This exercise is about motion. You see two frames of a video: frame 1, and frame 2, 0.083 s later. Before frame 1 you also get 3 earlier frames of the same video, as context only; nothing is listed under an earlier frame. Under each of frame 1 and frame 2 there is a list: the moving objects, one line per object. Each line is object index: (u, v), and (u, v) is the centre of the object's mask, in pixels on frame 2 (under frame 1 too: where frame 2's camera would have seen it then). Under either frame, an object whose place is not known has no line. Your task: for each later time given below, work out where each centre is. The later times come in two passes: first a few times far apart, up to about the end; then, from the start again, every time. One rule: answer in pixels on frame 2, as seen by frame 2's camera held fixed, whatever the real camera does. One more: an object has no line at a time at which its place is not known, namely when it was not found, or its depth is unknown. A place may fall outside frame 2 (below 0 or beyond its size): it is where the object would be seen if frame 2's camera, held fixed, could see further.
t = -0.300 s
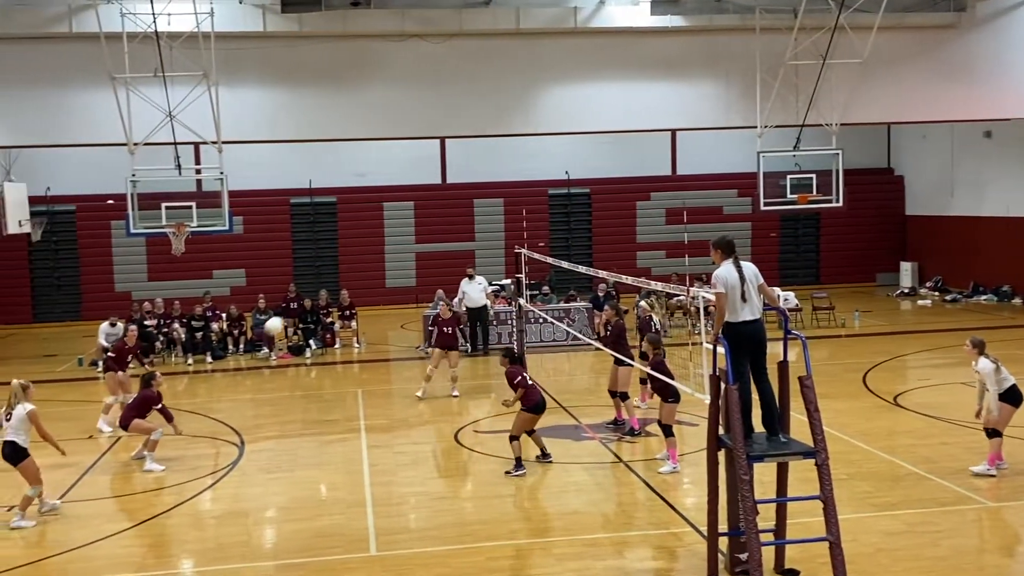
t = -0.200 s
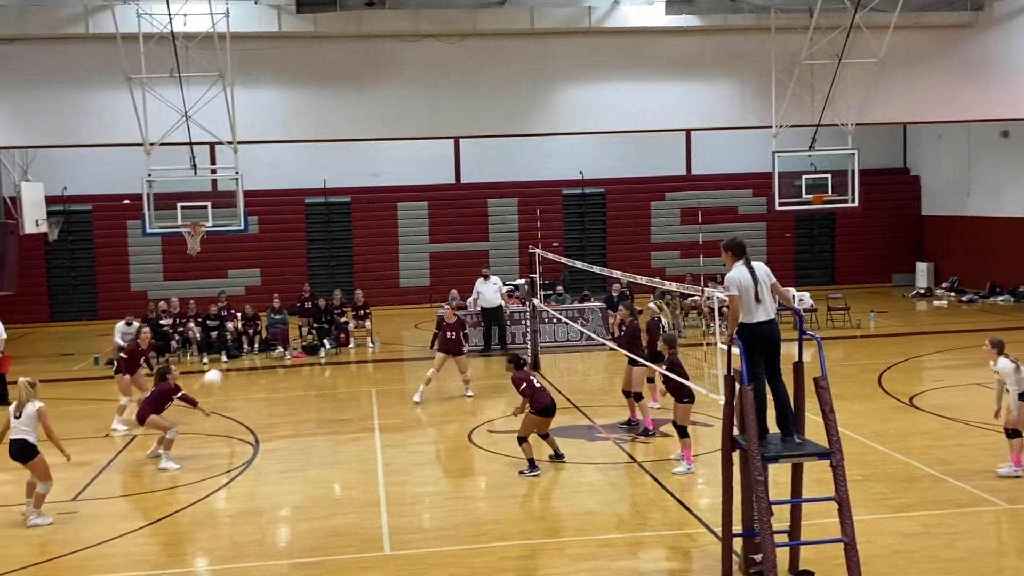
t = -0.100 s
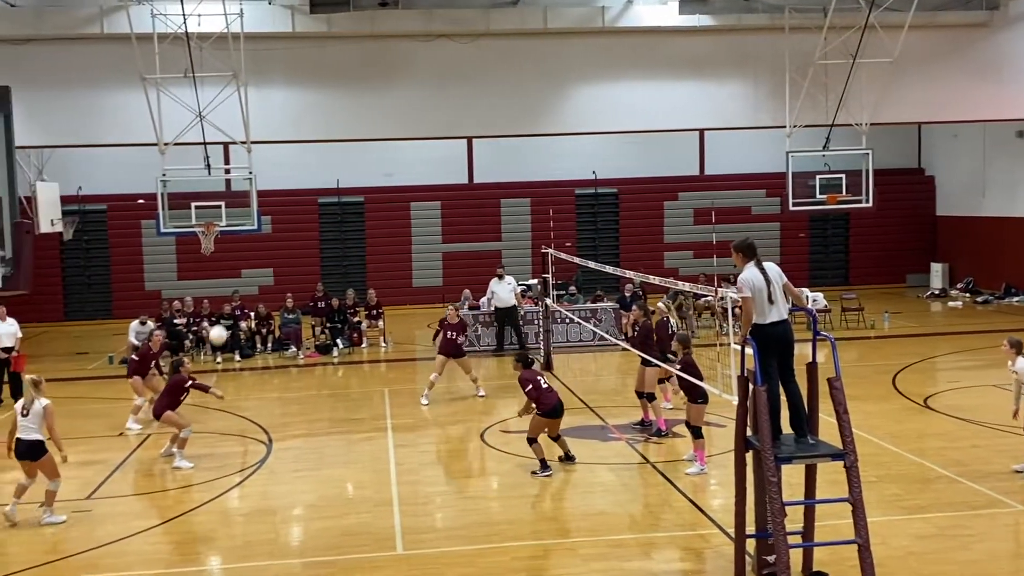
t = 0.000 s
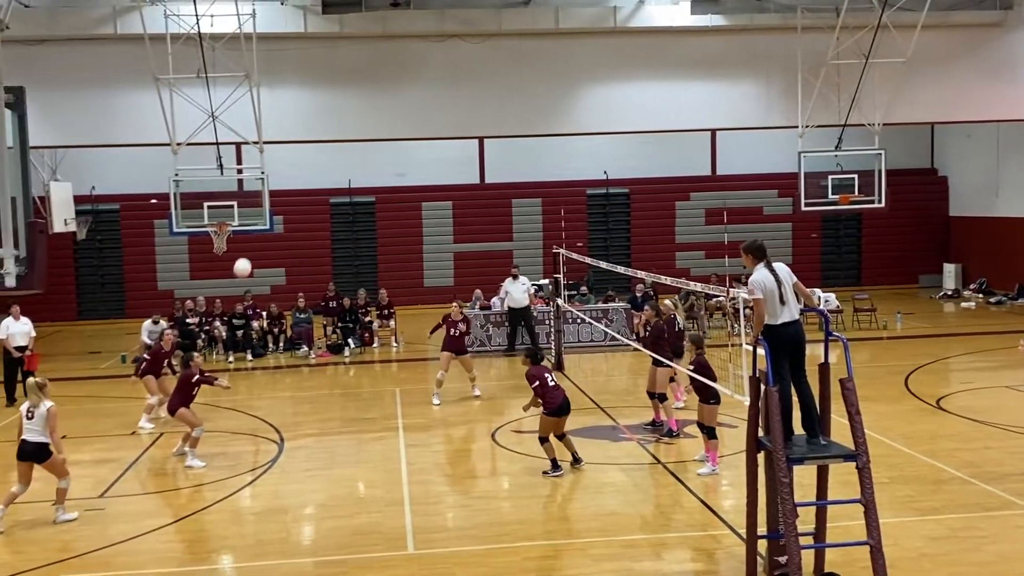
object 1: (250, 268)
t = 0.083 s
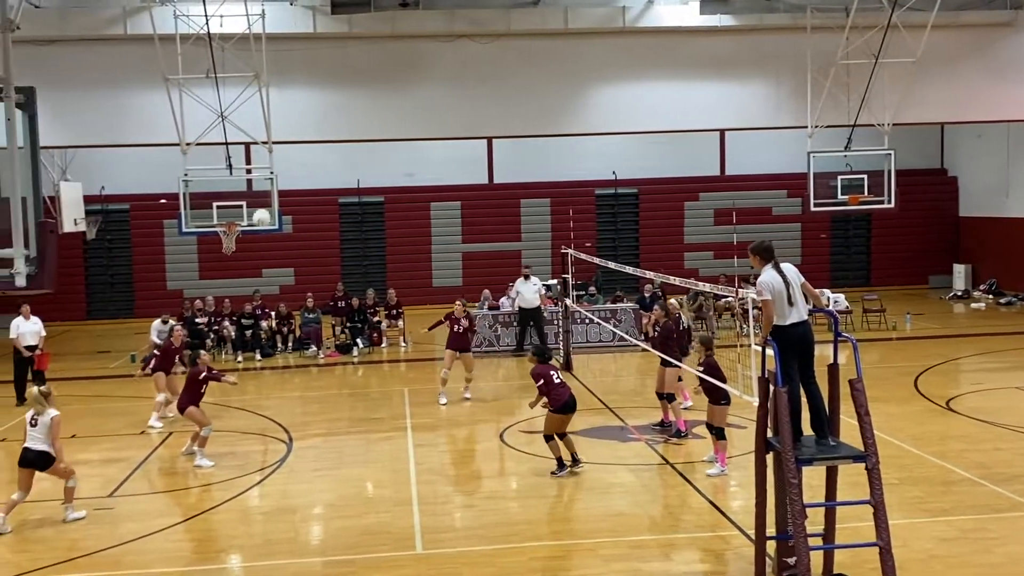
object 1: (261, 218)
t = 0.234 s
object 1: (281, 144)
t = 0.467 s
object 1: (312, 60)
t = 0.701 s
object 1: (344, 23)
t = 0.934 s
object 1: (379, 30)
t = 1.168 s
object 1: (414, 79)
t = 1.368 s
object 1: (445, 157)
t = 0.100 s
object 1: (263, 209)
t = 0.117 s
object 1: (266, 201)
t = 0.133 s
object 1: (268, 192)
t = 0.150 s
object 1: (270, 183)
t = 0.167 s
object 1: (273, 174)
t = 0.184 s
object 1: (273, 165)
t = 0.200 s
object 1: (276, 159)
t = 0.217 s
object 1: (278, 151)
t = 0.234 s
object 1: (281, 144)
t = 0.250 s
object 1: (284, 136)
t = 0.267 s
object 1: (285, 130)
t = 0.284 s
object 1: (288, 123)
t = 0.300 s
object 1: (290, 116)
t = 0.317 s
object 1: (292, 110)
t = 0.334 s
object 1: (295, 105)
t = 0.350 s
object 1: (297, 97)
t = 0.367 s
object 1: (299, 91)
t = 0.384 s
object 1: (301, 85)
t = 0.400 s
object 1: (304, 79)
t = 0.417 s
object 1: (306, 74)
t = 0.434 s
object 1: (308, 69)
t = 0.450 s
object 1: (310, 65)
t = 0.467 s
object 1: (312, 60)
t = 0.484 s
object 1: (314, 57)
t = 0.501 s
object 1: (317, 53)
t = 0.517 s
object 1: (319, 49)
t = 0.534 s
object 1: (321, 45)
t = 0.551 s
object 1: (324, 42)
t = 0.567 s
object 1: (326, 39)
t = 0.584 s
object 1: (329, 36)
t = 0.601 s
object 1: (331, 34)
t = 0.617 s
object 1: (333, 32)
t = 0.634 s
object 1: (336, 30)
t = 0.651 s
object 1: (338, 27)
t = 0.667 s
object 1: (340, 25)
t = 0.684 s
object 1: (343, 24)
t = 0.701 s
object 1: (344, 23)
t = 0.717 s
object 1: (347, 22)
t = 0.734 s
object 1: (350, 21)
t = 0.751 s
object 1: (352, 21)
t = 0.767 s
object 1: (354, 20)
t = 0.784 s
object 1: (357, 20)
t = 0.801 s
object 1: (359, 21)
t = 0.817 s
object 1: (361, 21)
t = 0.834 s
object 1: (364, 21)
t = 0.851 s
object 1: (366, 22)
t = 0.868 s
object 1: (368, 23)
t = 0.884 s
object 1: (371, 24)
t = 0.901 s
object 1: (373, 26)
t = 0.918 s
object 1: (376, 28)
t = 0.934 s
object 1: (379, 30)
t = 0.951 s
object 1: (381, 32)
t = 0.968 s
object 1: (383, 34)
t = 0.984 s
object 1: (385, 37)
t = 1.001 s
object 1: (388, 39)
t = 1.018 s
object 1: (390, 43)
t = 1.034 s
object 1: (393, 46)
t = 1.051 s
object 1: (395, 49)
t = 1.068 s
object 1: (398, 53)
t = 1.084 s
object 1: (401, 56)
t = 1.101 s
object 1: (403, 61)
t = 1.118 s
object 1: (406, 65)
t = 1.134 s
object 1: (408, 70)
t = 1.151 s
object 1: (411, 74)
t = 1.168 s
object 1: (414, 79)
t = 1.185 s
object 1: (416, 84)
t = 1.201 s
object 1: (418, 90)
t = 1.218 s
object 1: (422, 95)
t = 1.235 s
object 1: (424, 102)
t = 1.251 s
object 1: (427, 108)
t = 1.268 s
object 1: (429, 115)
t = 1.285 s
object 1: (433, 120)
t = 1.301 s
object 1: (435, 128)
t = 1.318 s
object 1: (437, 135)
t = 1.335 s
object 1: (439, 142)
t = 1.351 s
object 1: (442, 150)
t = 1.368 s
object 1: (445, 157)
